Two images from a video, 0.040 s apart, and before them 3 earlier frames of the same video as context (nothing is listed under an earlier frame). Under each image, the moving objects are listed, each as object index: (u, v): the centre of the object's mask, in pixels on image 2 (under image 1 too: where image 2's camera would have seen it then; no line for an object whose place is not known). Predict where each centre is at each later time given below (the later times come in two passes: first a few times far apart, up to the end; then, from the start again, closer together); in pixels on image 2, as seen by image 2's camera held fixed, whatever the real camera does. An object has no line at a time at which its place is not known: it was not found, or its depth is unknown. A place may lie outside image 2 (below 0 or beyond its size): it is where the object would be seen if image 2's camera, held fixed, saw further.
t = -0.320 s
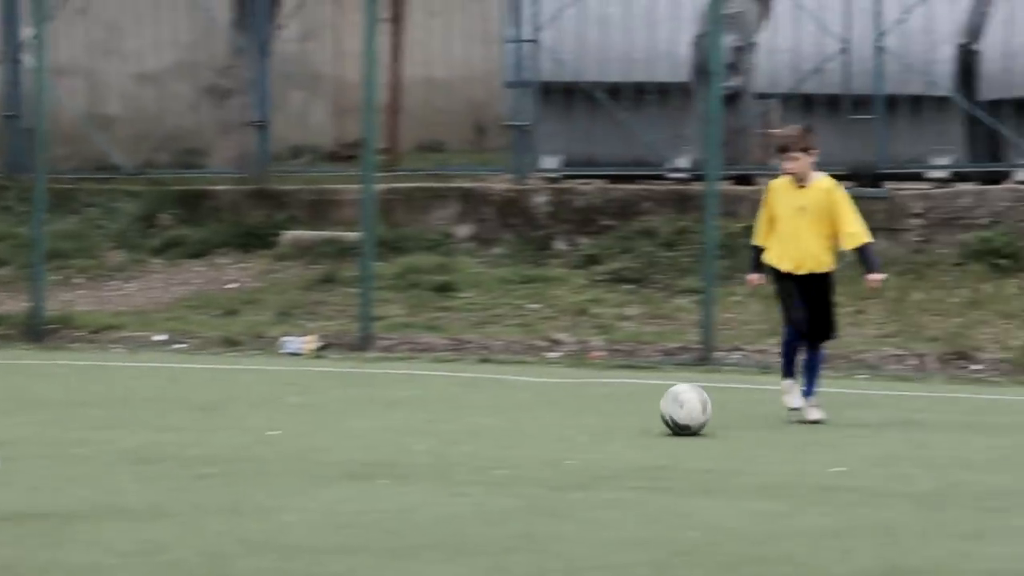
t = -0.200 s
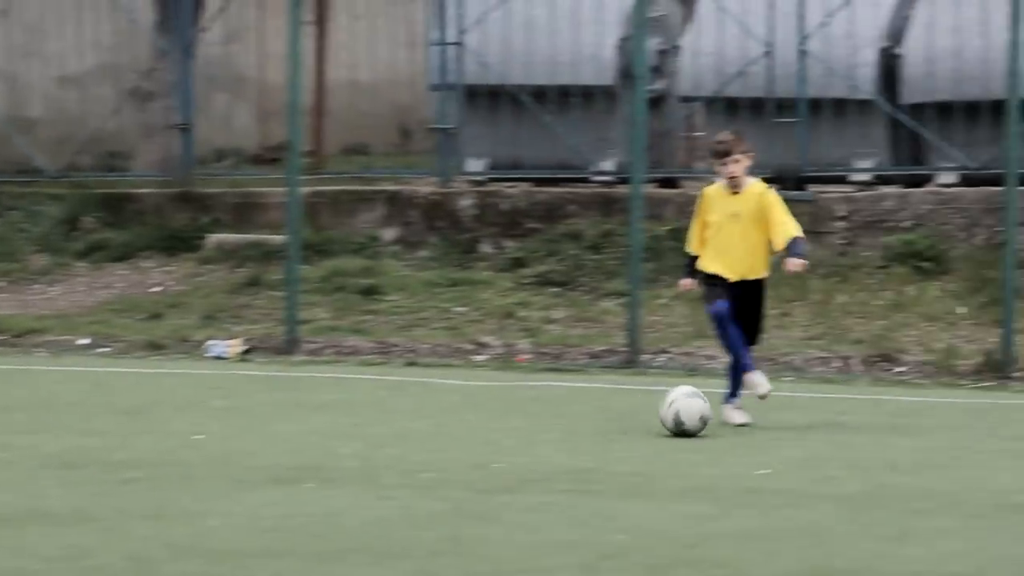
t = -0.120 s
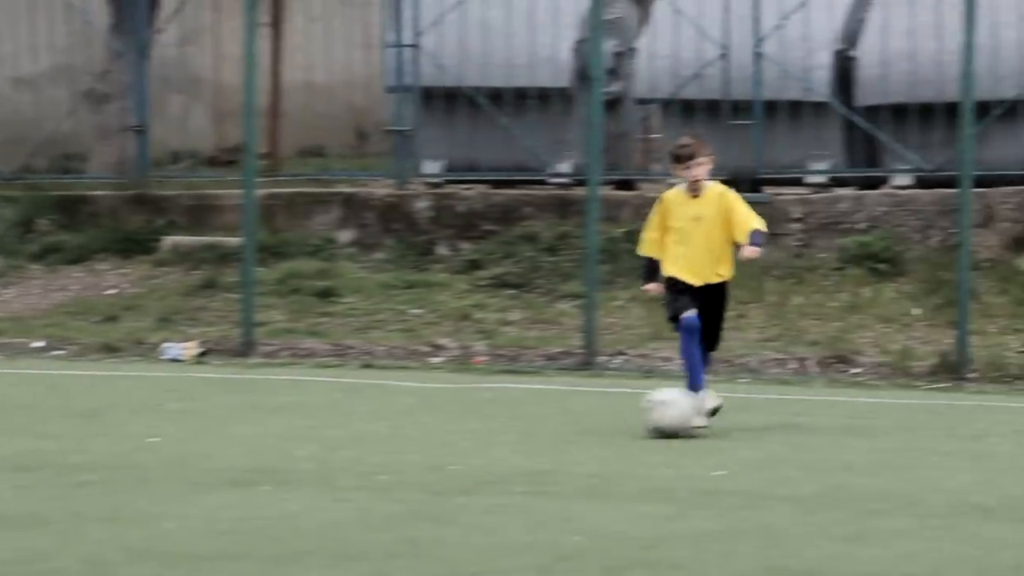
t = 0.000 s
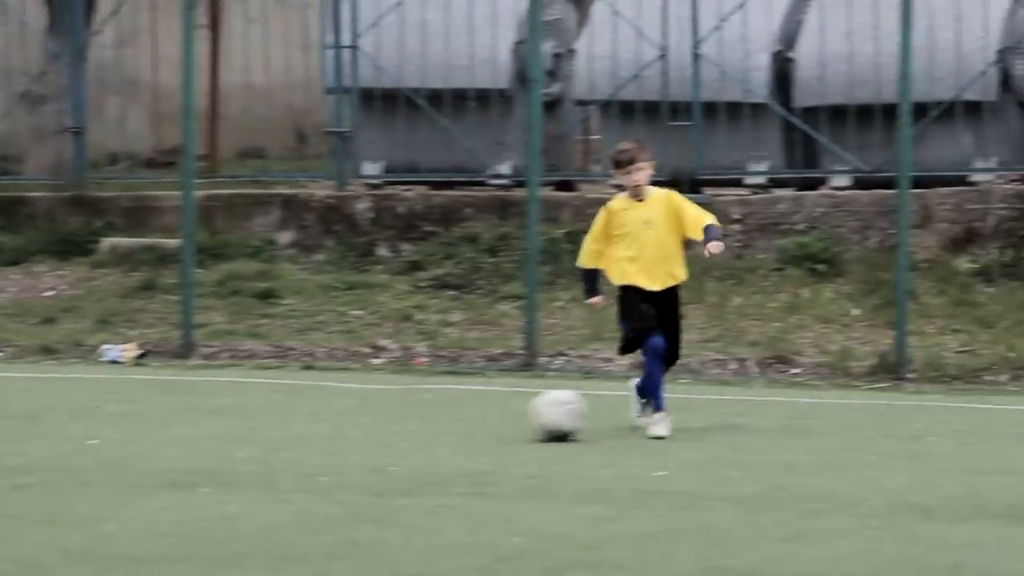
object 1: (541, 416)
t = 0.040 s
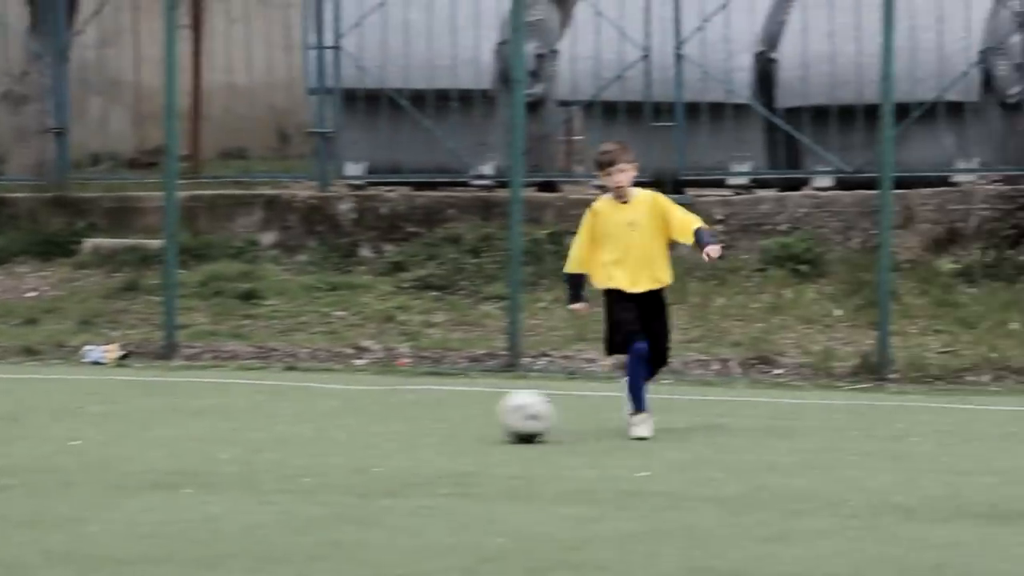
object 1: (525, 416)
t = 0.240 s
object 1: (468, 420)
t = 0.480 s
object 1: (402, 424)
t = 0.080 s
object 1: (512, 417)
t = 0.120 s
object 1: (501, 417)
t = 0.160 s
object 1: (490, 417)
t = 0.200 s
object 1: (479, 420)
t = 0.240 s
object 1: (468, 420)
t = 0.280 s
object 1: (456, 421)
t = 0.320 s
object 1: (445, 422)
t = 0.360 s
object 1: (433, 422)
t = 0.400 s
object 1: (423, 423)
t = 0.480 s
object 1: (402, 424)
